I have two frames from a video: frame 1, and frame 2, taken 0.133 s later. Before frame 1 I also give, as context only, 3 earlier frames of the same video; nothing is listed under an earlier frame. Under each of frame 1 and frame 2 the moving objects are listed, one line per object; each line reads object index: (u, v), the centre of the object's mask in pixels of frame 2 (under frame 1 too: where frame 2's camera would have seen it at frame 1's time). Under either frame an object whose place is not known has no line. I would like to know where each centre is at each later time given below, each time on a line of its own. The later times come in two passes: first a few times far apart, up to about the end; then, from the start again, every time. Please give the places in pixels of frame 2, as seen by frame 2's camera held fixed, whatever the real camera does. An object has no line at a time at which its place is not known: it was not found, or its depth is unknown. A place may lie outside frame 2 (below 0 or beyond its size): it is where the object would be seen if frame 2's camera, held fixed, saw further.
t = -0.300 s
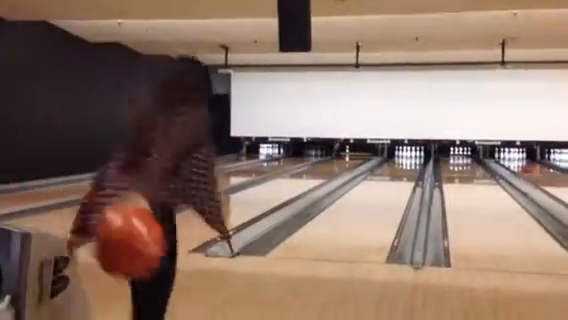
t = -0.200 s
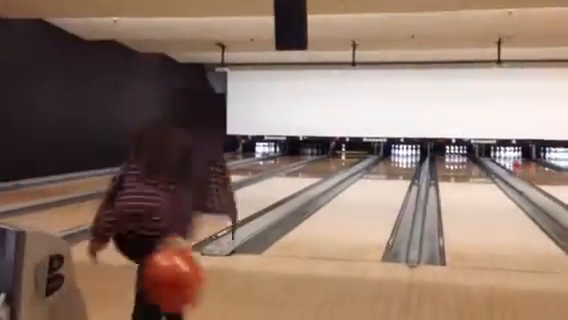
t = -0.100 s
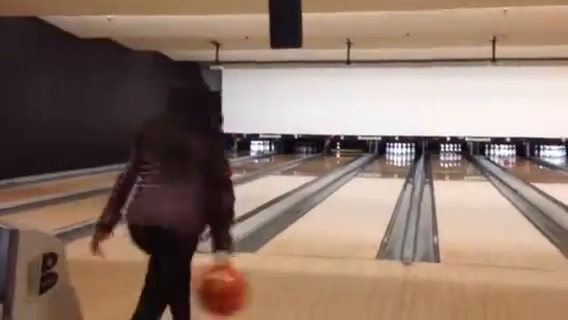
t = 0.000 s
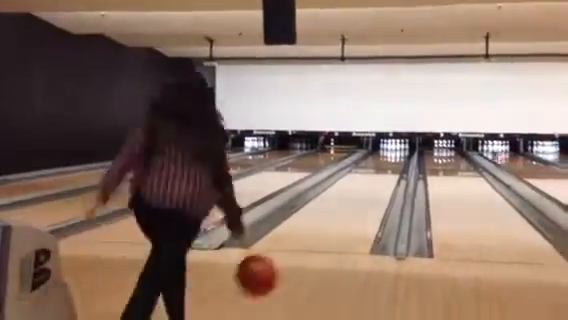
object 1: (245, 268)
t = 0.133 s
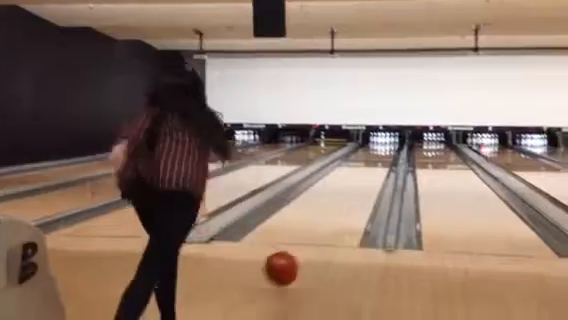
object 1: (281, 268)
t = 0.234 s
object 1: (299, 256)
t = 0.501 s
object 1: (331, 221)
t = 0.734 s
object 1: (347, 202)
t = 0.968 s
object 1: (358, 189)
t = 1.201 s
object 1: (366, 180)
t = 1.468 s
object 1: (374, 171)
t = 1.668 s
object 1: (378, 167)
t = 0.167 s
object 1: (288, 270)
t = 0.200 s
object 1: (294, 262)
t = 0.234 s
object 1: (299, 256)
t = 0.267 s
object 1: (305, 250)
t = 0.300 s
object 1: (309, 247)
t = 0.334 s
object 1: (314, 241)
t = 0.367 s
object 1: (318, 237)
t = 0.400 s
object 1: (322, 232)
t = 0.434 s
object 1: (325, 228)
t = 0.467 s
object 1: (328, 225)
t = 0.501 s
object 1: (331, 221)
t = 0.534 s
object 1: (334, 218)
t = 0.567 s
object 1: (337, 215)
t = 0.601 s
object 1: (339, 212)
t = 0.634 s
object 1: (341, 210)
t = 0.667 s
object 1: (343, 207)
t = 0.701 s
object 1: (346, 205)
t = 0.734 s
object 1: (347, 202)
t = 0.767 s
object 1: (349, 200)
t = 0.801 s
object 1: (351, 198)
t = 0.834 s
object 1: (352, 196)
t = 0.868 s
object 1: (354, 194)
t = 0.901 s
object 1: (356, 192)
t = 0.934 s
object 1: (357, 191)
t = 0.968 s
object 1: (358, 189)
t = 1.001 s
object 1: (360, 188)
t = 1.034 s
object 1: (361, 186)
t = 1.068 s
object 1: (362, 185)
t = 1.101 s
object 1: (363, 183)
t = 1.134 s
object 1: (364, 182)
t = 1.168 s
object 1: (365, 181)
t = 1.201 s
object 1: (366, 180)
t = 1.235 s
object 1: (367, 178)
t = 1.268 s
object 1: (369, 177)
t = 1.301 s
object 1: (369, 176)
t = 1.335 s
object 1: (370, 175)
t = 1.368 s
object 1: (371, 174)
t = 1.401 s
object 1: (372, 173)
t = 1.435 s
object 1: (373, 172)
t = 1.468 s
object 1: (374, 171)
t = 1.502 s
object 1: (375, 171)
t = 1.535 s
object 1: (376, 170)
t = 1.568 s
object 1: (376, 169)
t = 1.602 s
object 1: (377, 168)
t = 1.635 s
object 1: (378, 167)
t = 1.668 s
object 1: (378, 167)
